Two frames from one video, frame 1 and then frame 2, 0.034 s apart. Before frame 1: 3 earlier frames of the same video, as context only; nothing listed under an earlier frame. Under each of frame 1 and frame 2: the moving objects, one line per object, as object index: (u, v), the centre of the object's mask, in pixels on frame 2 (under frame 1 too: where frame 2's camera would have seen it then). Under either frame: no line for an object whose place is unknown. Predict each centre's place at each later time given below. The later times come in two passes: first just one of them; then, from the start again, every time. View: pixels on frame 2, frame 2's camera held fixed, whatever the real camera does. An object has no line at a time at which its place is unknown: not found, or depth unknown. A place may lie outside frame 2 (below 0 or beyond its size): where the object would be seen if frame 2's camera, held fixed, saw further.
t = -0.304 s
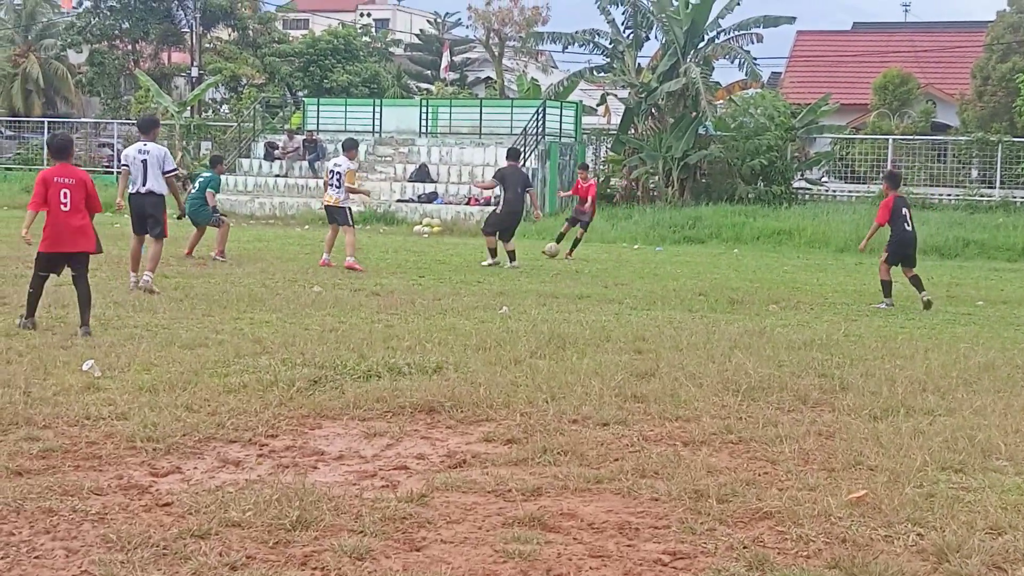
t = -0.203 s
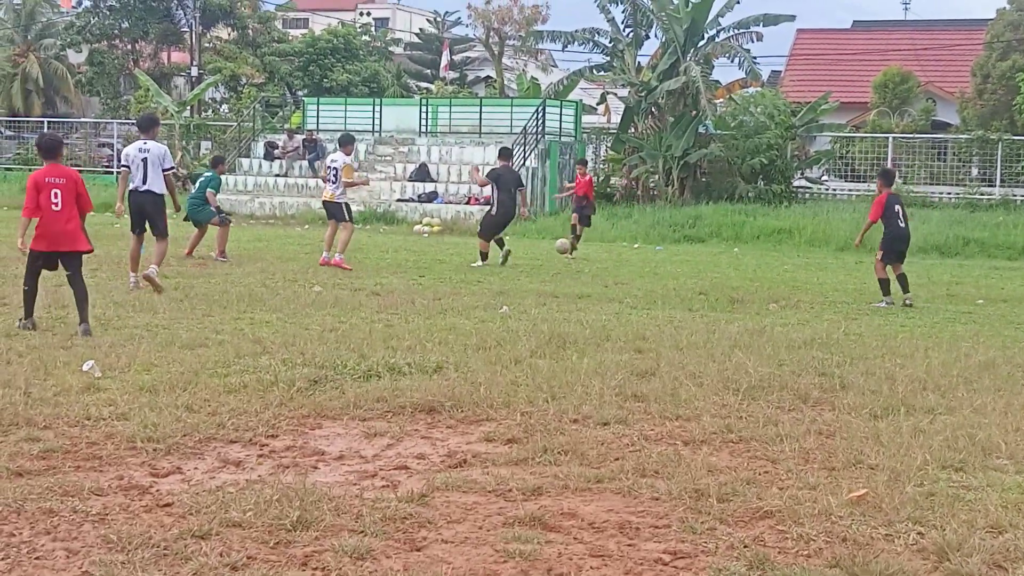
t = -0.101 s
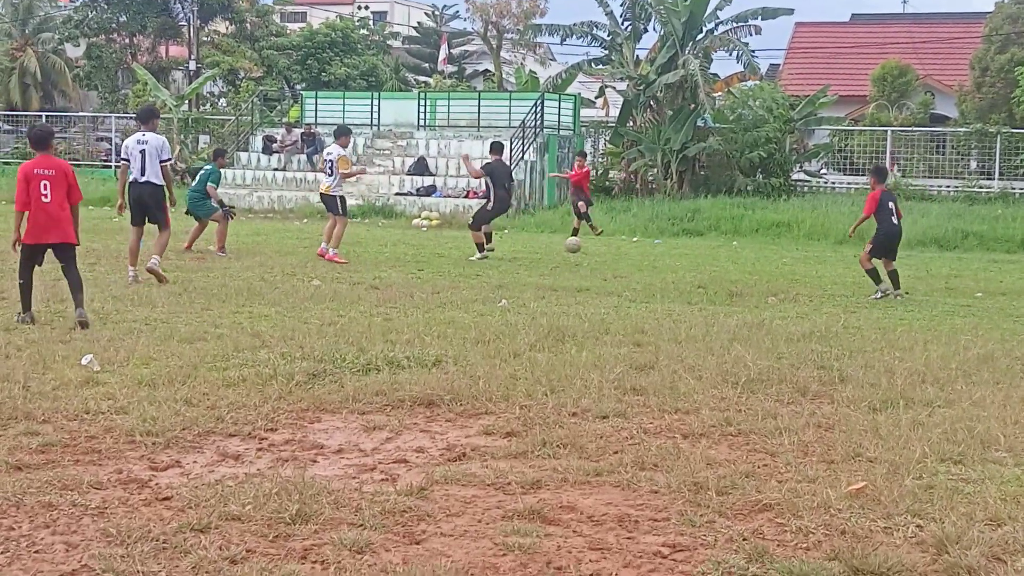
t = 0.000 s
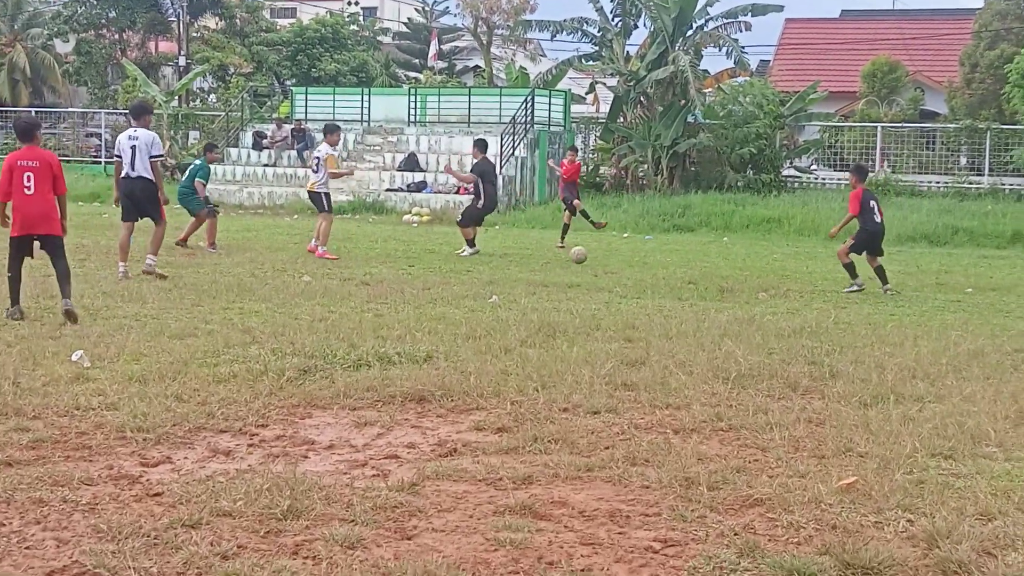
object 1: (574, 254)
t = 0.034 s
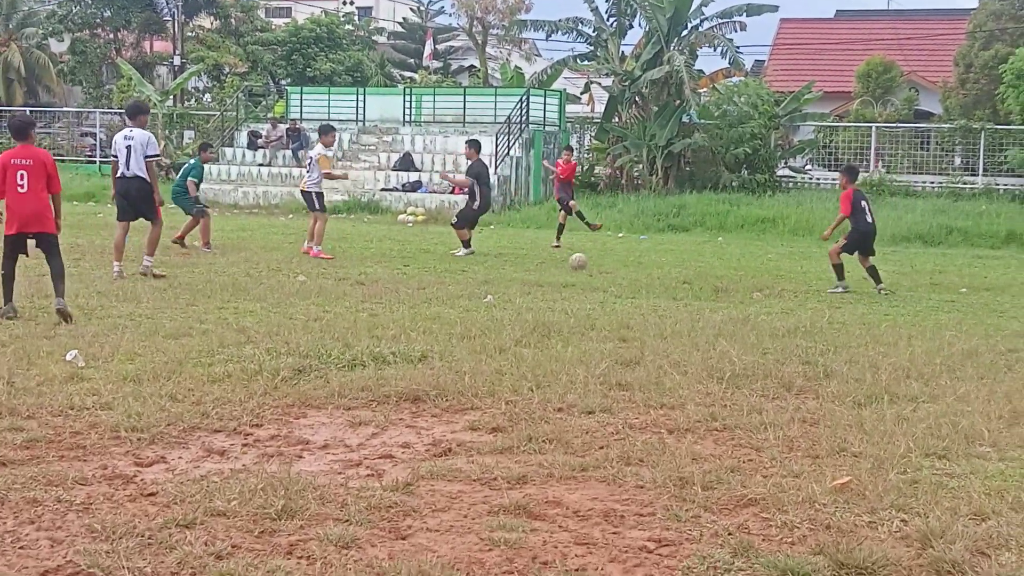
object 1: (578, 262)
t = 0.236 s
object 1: (601, 260)
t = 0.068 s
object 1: (582, 263)
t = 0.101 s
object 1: (585, 260)
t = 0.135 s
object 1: (589, 260)
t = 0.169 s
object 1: (594, 259)
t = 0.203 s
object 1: (597, 259)
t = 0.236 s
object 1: (601, 260)
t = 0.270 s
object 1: (606, 263)
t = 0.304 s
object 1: (612, 266)
